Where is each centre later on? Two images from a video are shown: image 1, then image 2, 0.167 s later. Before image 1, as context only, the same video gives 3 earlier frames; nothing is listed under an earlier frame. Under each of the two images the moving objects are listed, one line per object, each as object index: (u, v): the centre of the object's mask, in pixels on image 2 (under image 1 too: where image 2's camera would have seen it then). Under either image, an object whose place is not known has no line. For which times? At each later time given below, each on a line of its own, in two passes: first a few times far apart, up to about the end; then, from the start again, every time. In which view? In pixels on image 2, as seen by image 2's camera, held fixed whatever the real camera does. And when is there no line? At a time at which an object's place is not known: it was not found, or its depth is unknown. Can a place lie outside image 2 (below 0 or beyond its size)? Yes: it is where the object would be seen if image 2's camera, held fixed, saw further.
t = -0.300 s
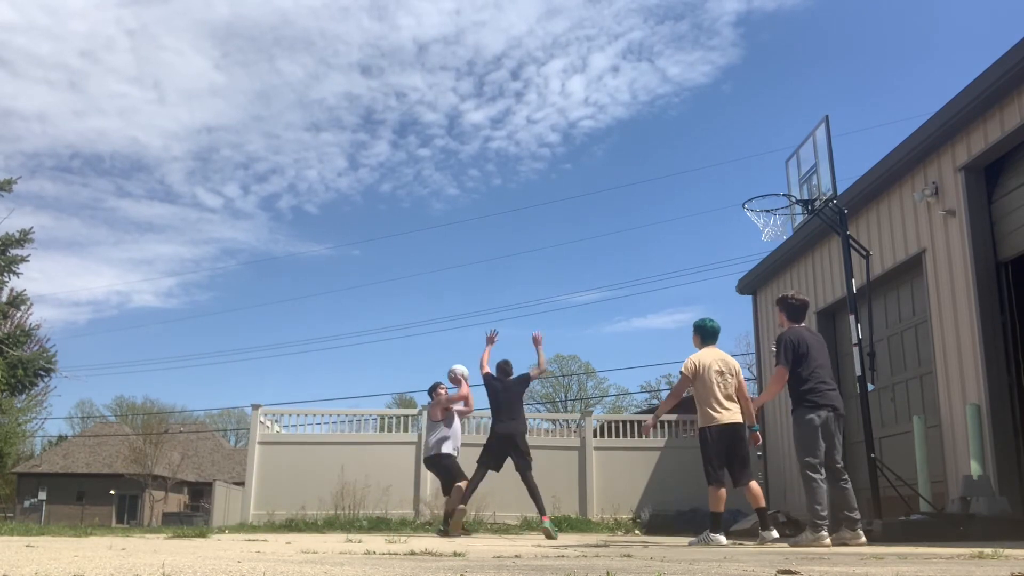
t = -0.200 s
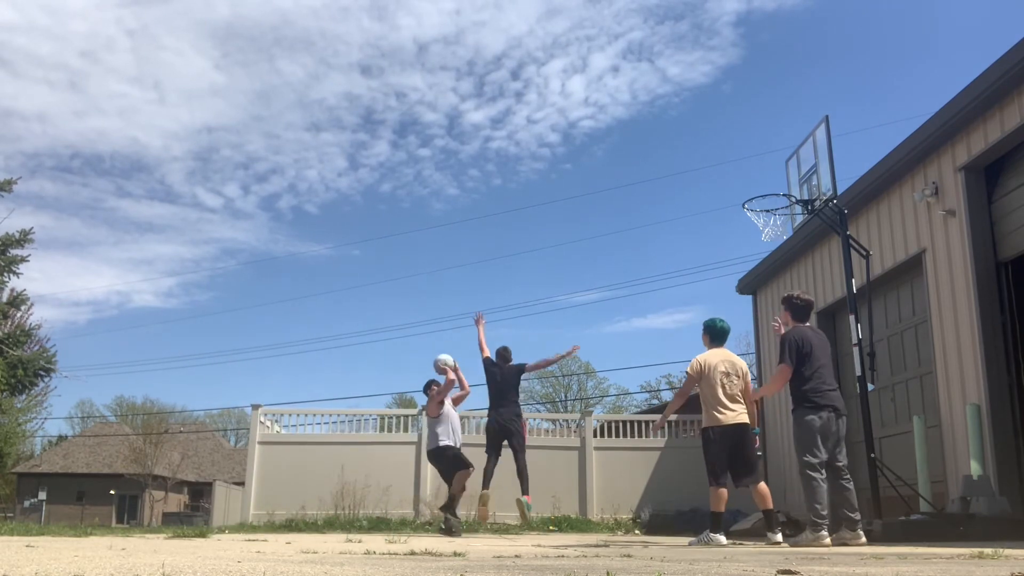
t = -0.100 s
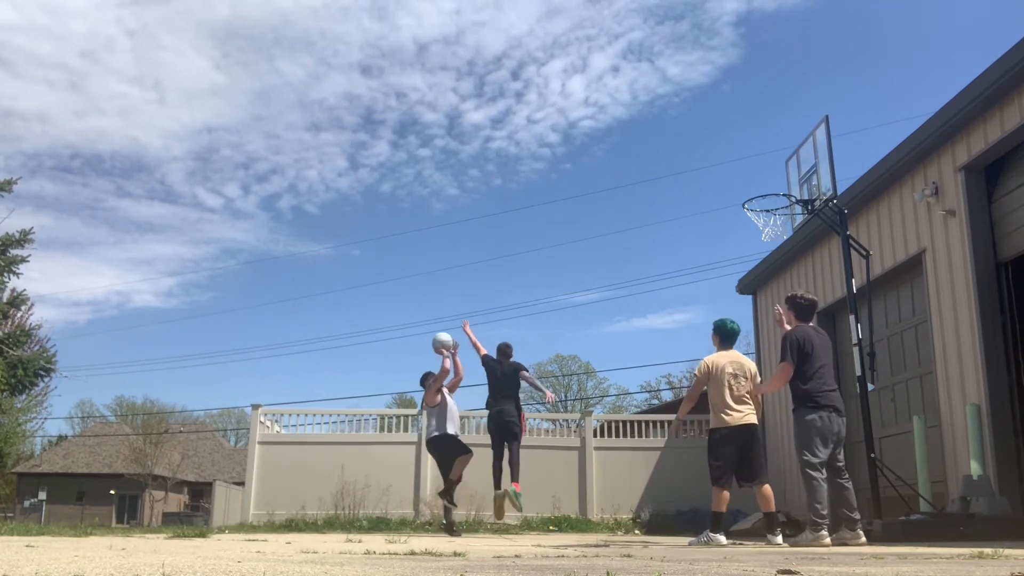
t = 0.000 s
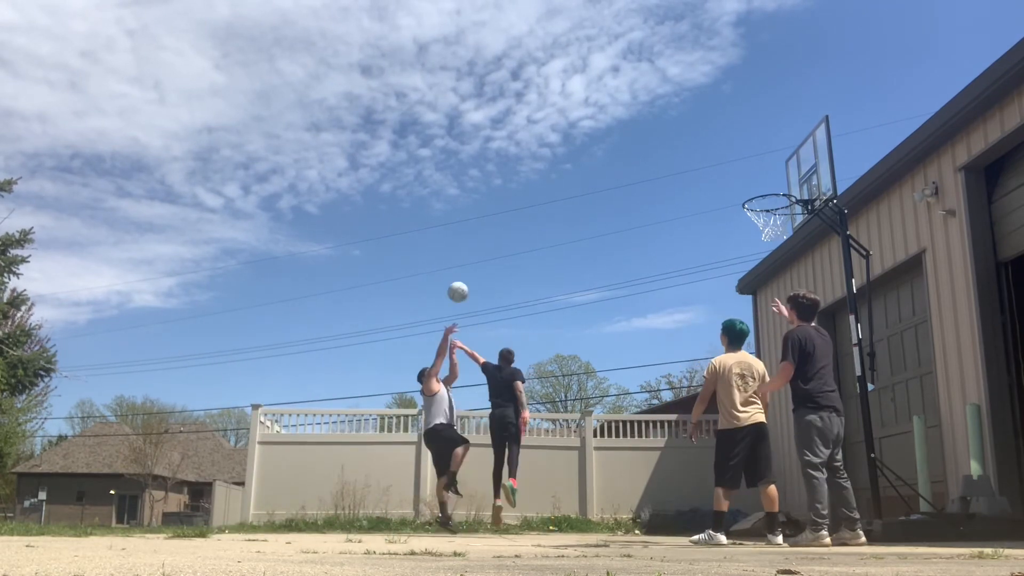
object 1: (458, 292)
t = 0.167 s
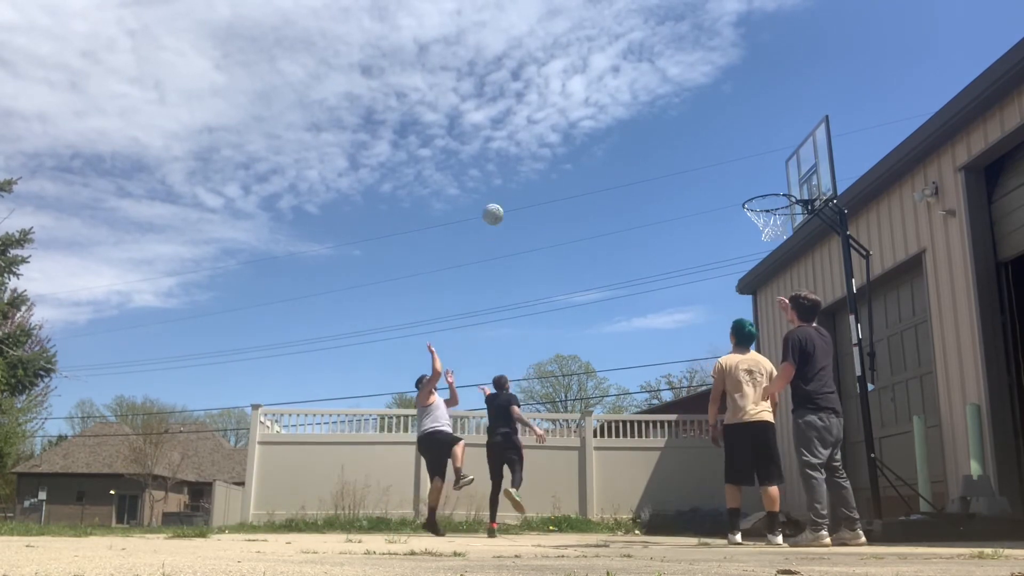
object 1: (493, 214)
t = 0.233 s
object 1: (507, 189)
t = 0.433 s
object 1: (549, 133)
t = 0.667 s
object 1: (601, 105)
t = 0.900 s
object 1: (662, 124)
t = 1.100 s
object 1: (720, 183)
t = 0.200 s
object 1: (500, 202)
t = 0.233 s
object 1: (507, 189)
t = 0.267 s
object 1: (514, 178)
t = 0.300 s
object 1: (521, 167)
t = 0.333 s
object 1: (528, 157)
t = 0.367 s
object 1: (535, 148)
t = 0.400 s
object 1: (542, 140)
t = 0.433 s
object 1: (549, 133)
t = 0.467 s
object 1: (556, 126)
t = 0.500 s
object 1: (563, 121)
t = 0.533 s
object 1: (571, 116)
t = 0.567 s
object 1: (578, 112)
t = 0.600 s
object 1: (586, 109)
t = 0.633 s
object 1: (594, 107)
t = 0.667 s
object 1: (601, 105)
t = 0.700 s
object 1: (609, 105)
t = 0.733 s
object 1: (618, 106)
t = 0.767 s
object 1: (626, 107)
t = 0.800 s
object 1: (635, 110)
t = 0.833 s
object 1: (643, 113)
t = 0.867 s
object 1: (652, 118)
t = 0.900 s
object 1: (662, 124)
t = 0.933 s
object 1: (670, 131)
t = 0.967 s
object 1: (680, 139)
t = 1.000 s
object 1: (690, 148)
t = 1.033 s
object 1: (700, 158)
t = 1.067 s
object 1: (710, 170)
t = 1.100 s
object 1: (720, 183)
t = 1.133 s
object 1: (731, 197)
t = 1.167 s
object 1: (742, 213)
